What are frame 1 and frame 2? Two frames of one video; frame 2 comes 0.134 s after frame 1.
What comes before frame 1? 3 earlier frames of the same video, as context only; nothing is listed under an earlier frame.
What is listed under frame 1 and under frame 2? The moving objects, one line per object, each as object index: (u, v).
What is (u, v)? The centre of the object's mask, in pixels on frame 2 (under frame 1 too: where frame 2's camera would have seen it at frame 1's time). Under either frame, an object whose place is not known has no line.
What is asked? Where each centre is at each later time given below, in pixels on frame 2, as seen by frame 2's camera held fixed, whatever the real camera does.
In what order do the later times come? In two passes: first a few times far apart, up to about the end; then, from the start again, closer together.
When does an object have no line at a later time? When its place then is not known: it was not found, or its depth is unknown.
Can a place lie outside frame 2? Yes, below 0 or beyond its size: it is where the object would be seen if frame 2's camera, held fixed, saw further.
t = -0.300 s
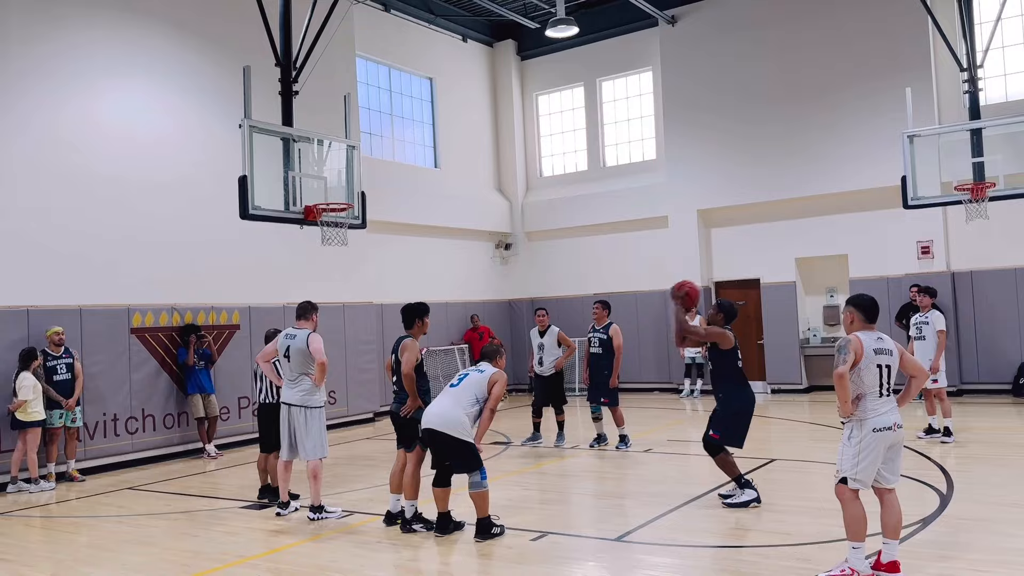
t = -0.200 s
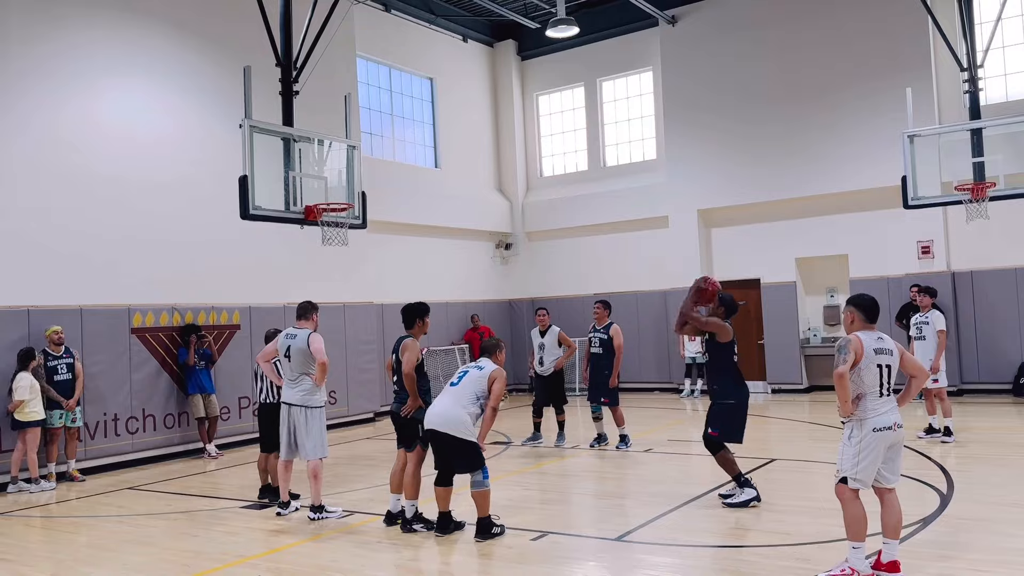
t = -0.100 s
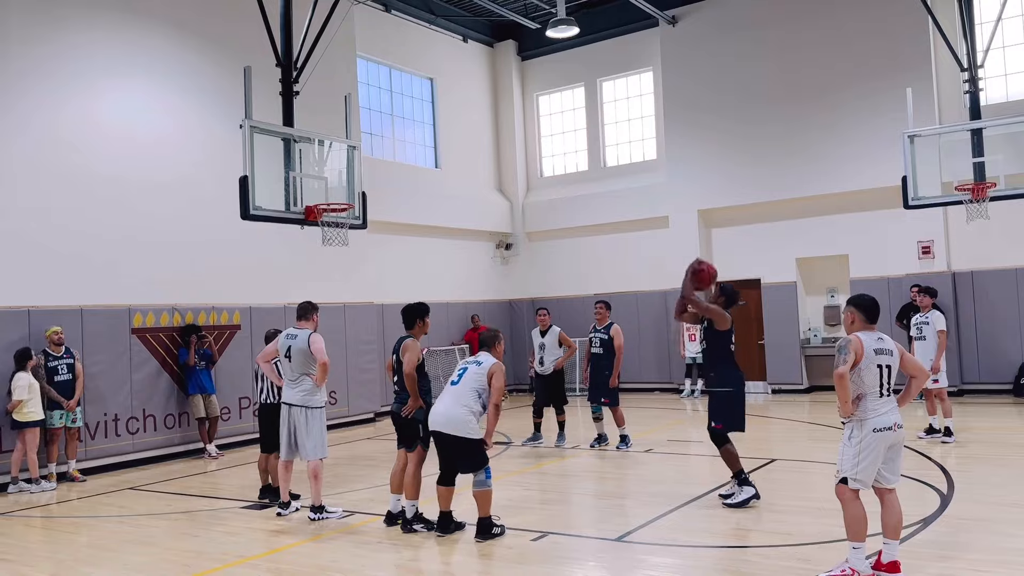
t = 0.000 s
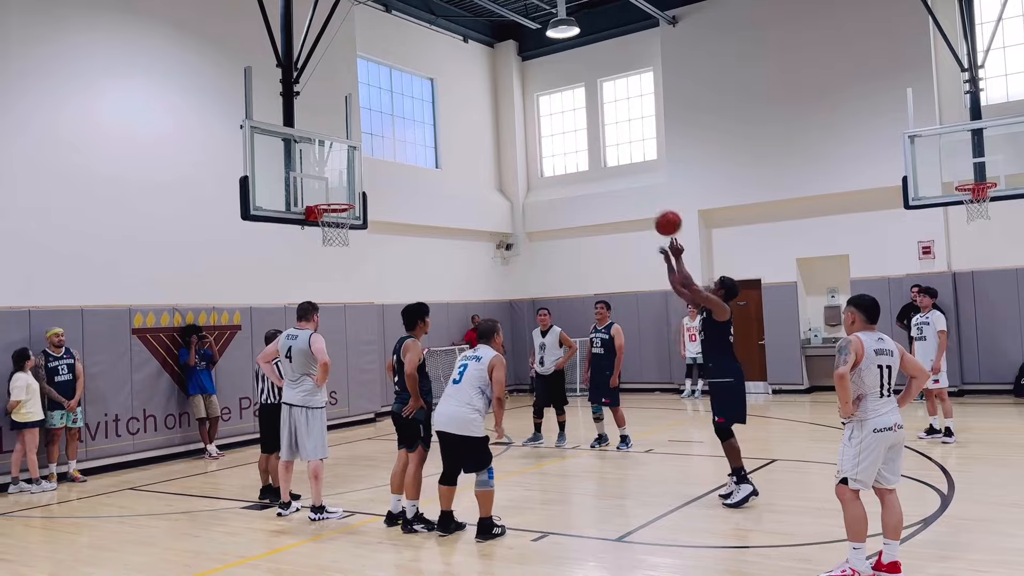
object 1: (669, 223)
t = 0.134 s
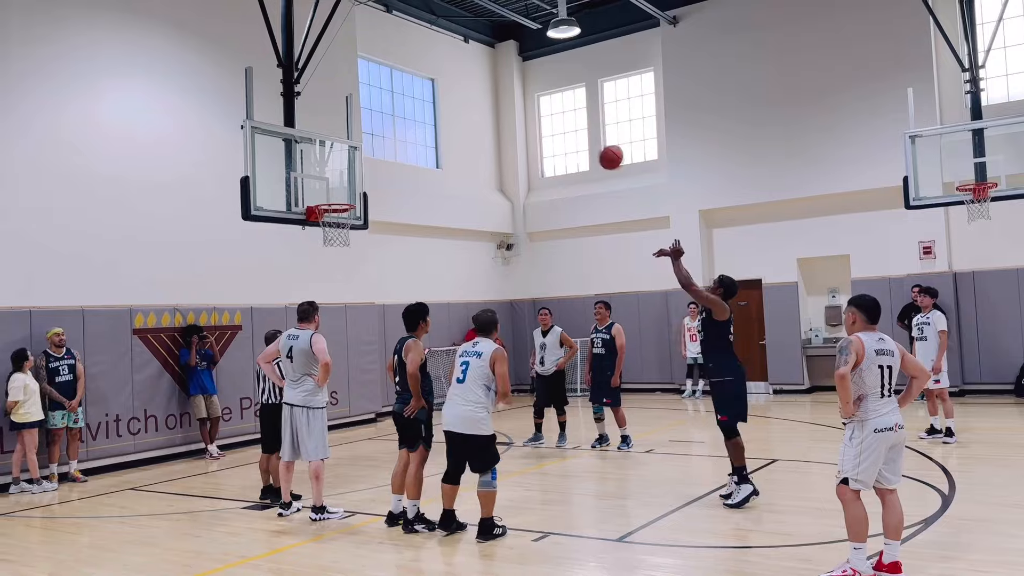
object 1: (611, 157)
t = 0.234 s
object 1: (572, 123)
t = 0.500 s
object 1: (484, 89)
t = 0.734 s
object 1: (422, 116)
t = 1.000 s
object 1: (363, 196)
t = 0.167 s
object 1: (598, 144)
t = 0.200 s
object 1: (586, 133)
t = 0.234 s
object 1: (572, 123)
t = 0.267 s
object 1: (560, 115)
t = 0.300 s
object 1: (548, 107)
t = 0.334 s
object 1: (536, 101)
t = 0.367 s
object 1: (526, 97)
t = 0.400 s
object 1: (515, 93)
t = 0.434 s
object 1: (504, 91)
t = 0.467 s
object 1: (494, 90)
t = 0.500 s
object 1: (484, 89)
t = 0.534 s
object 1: (474, 90)
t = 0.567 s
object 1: (465, 92)
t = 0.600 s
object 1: (456, 95)
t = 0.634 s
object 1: (447, 99)
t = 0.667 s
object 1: (438, 104)
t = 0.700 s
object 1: (430, 109)
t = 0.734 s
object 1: (422, 116)
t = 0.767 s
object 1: (414, 123)
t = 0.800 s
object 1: (406, 131)
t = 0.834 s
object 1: (398, 140)
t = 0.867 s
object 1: (390, 150)
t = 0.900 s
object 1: (383, 161)
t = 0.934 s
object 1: (376, 172)
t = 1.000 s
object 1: (363, 196)
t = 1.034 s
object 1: (366, 199)
